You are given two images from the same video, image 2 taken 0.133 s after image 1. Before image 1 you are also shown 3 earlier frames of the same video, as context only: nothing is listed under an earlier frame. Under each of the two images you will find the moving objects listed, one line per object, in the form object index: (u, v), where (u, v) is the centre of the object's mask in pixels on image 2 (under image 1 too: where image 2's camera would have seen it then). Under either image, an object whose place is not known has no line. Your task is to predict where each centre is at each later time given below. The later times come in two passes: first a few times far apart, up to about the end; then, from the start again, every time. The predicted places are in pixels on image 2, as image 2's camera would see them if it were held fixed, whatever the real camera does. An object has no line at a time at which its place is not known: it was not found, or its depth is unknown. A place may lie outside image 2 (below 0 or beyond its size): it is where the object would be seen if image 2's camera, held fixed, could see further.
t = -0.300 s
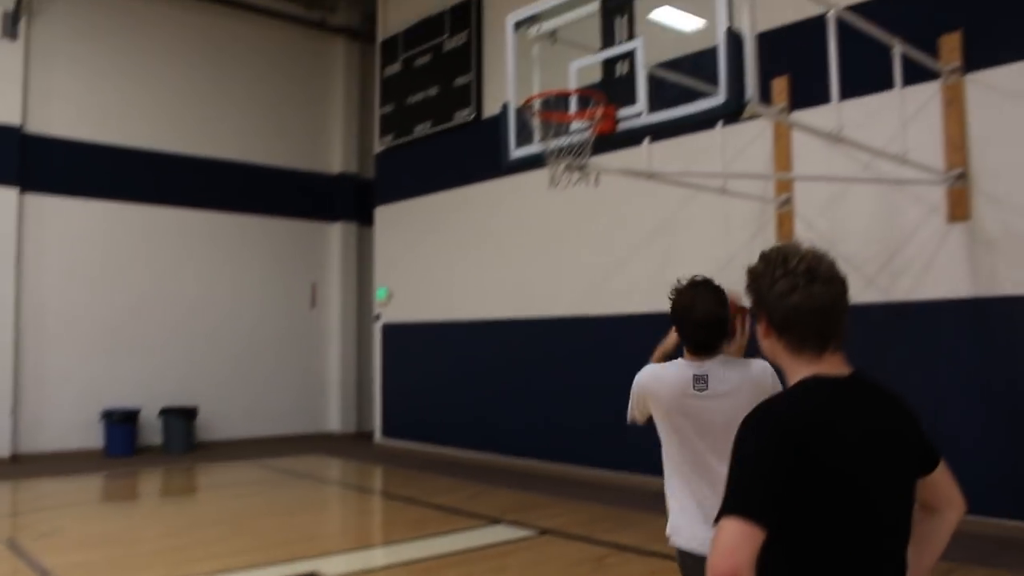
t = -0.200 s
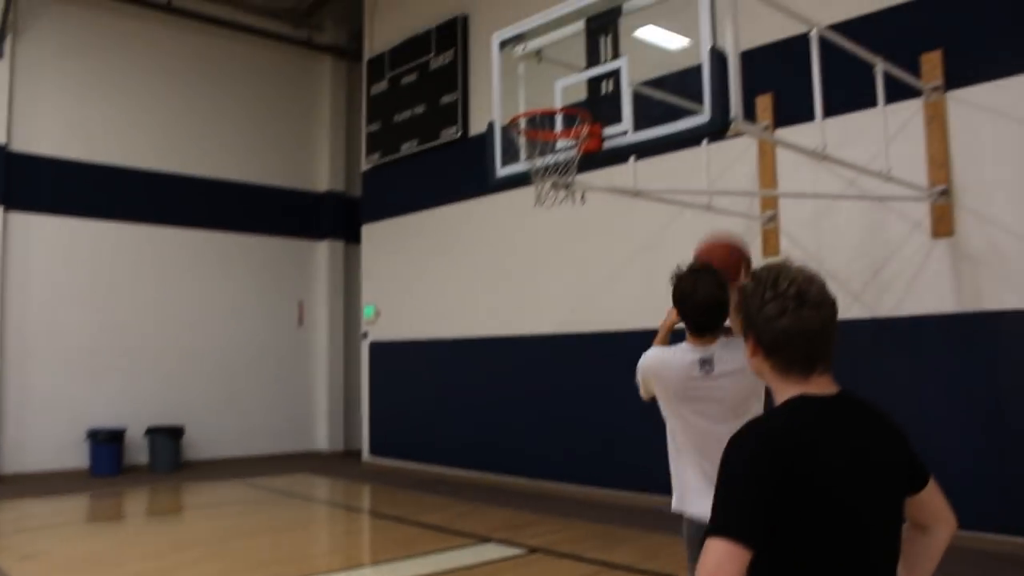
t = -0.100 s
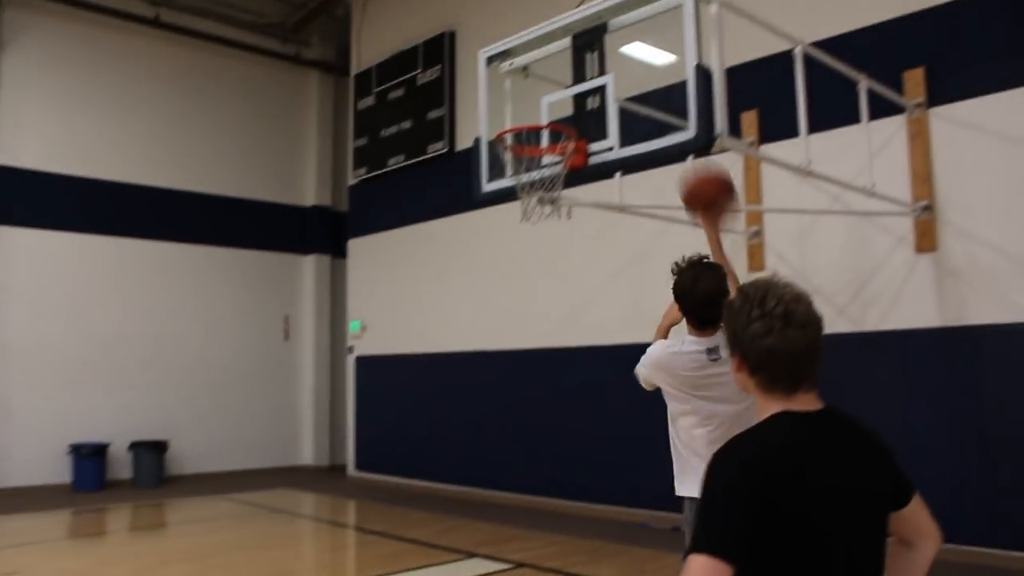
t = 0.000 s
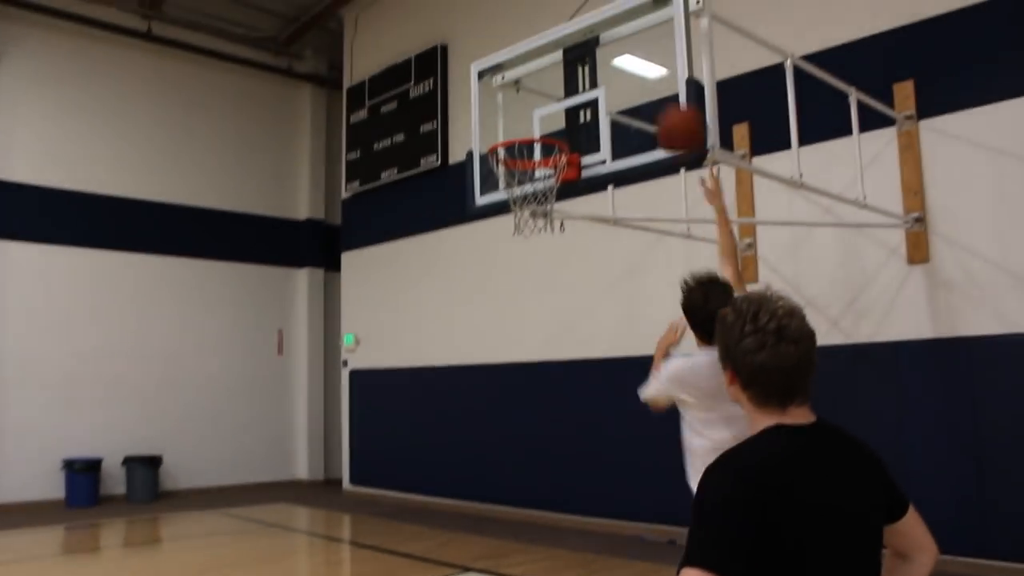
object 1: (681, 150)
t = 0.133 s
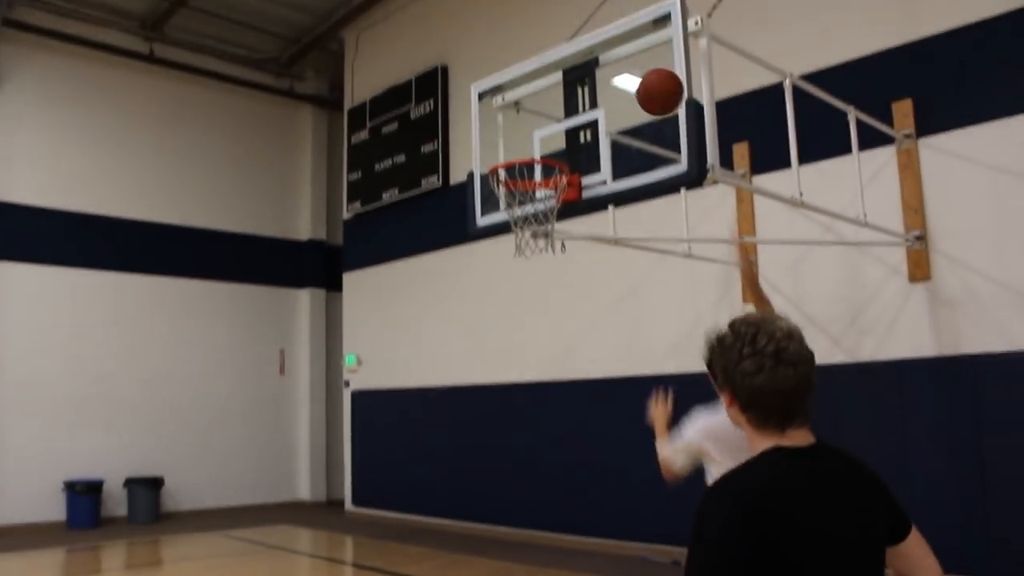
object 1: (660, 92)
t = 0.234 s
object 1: (647, 73)
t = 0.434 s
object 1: (628, 90)
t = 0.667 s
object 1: (590, 153)
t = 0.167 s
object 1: (655, 84)
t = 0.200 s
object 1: (651, 77)
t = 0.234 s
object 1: (647, 73)
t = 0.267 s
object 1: (643, 72)
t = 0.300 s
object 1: (640, 72)
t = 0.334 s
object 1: (636, 74)
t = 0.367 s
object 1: (633, 78)
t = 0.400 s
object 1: (630, 83)
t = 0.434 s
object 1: (628, 90)
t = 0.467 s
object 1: (625, 100)
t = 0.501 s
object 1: (623, 109)
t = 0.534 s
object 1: (619, 118)
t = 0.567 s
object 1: (612, 124)
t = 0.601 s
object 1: (605, 132)
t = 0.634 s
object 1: (597, 142)
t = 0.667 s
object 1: (590, 153)
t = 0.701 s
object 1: (584, 165)
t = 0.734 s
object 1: (577, 181)
